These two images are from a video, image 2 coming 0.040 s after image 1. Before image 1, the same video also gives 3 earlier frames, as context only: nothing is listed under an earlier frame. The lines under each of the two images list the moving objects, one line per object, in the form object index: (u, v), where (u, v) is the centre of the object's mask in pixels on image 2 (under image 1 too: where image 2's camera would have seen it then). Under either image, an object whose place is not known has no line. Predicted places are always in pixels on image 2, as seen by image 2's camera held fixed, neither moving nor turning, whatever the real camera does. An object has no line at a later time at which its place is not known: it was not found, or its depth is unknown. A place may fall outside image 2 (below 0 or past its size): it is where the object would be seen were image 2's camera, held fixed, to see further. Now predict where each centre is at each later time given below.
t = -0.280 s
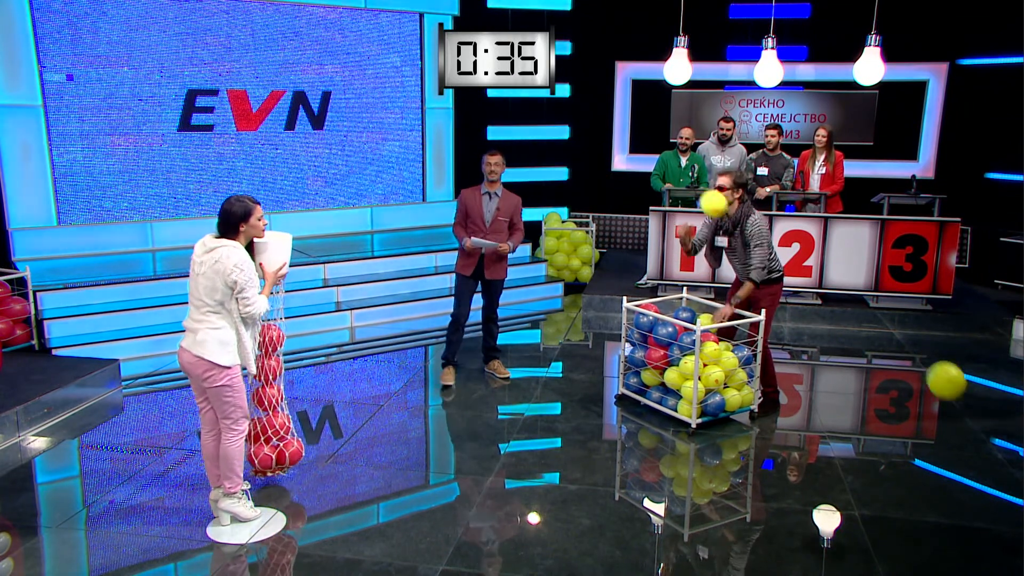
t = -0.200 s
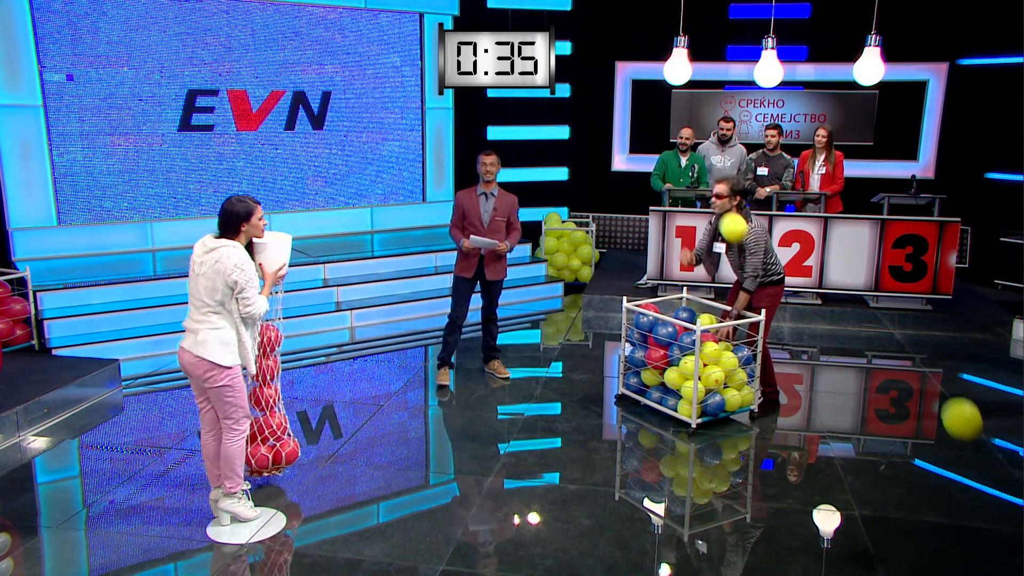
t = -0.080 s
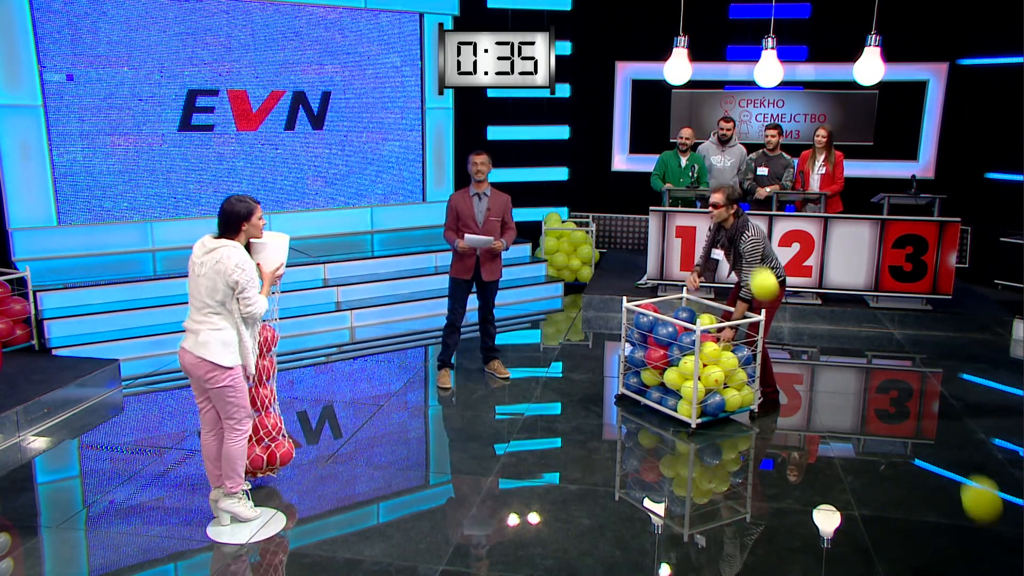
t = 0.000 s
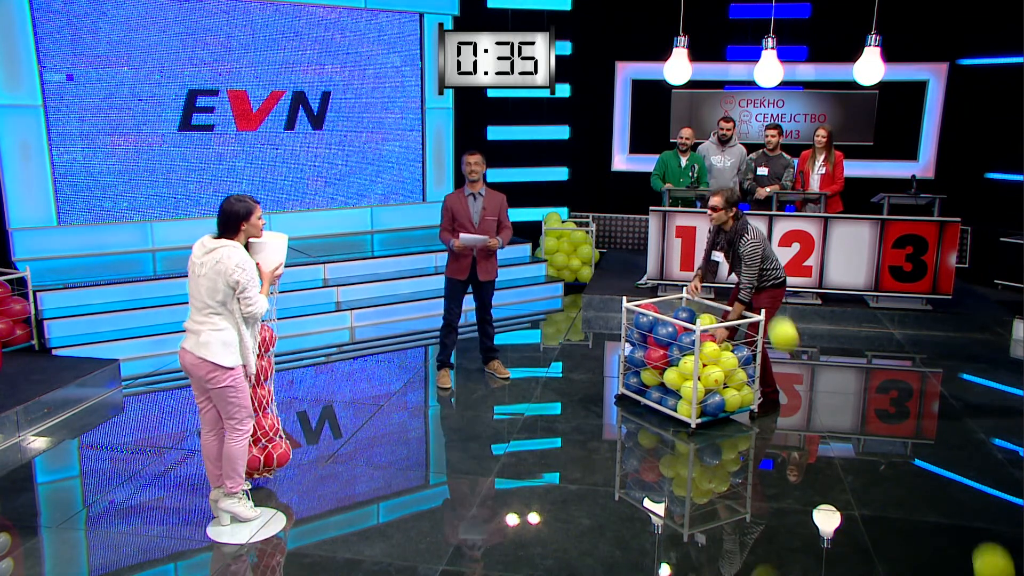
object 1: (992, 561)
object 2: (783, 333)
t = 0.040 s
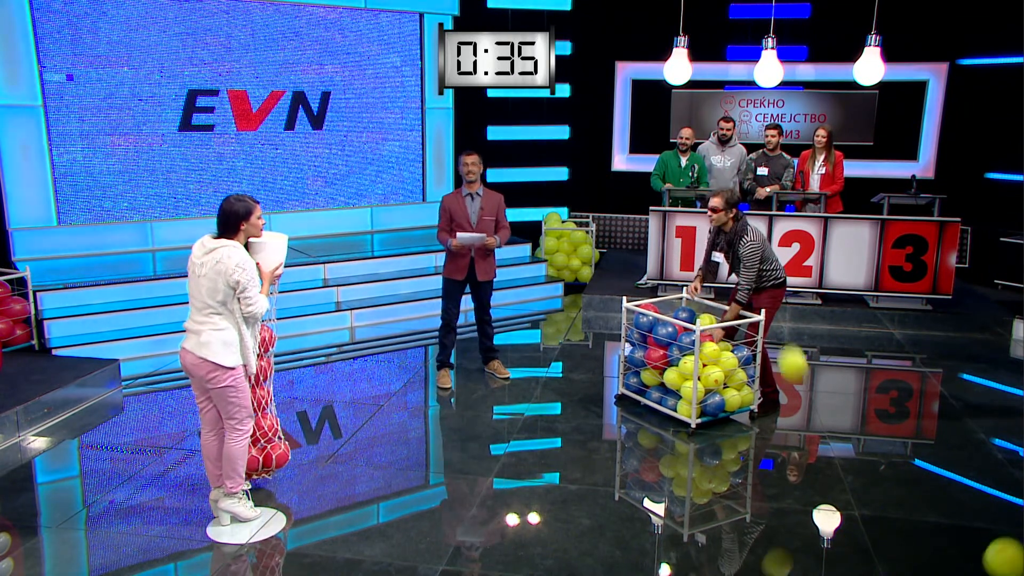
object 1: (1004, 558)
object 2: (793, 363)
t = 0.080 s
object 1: (1012, 540)
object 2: (802, 394)
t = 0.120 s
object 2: (813, 427)
